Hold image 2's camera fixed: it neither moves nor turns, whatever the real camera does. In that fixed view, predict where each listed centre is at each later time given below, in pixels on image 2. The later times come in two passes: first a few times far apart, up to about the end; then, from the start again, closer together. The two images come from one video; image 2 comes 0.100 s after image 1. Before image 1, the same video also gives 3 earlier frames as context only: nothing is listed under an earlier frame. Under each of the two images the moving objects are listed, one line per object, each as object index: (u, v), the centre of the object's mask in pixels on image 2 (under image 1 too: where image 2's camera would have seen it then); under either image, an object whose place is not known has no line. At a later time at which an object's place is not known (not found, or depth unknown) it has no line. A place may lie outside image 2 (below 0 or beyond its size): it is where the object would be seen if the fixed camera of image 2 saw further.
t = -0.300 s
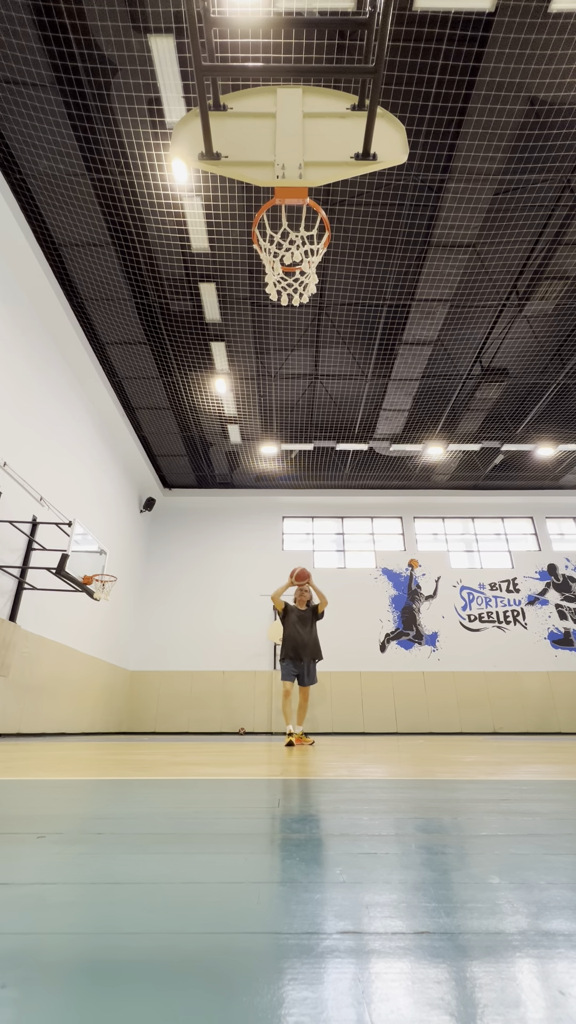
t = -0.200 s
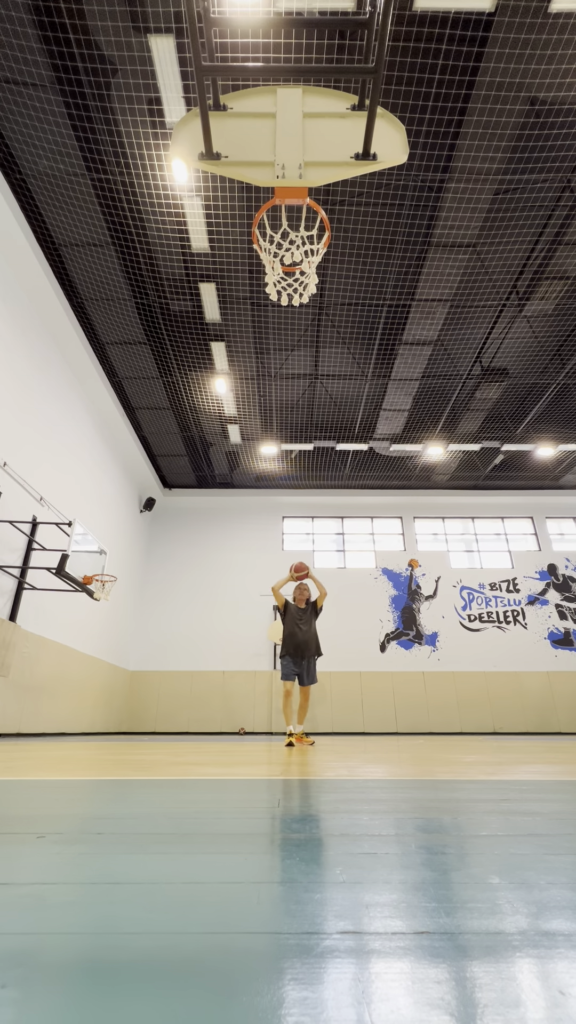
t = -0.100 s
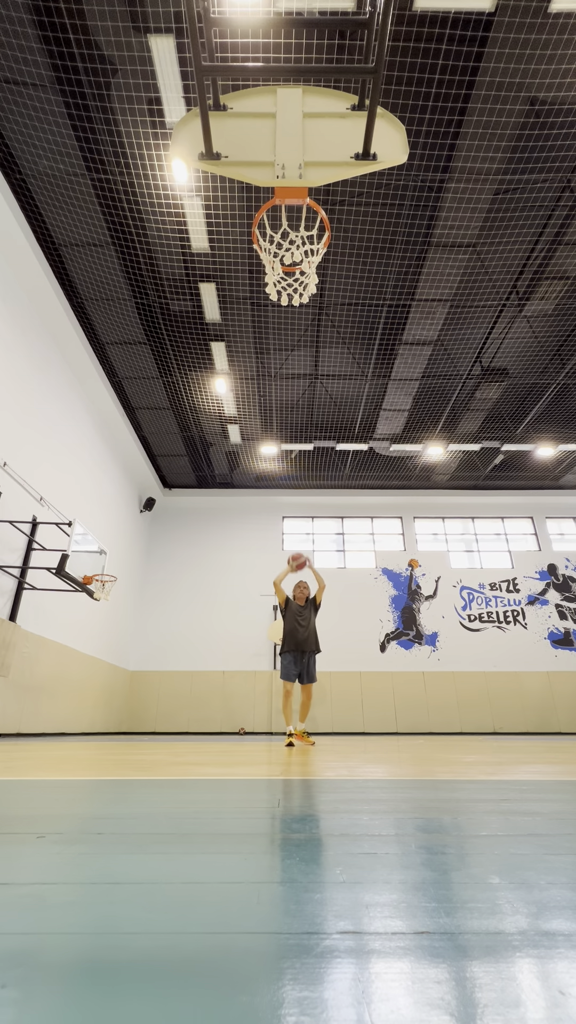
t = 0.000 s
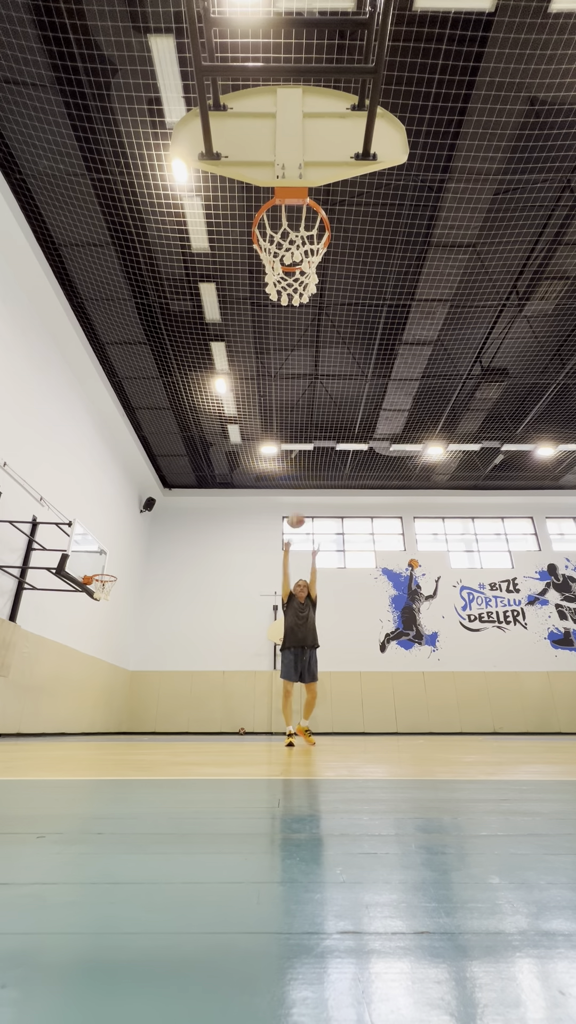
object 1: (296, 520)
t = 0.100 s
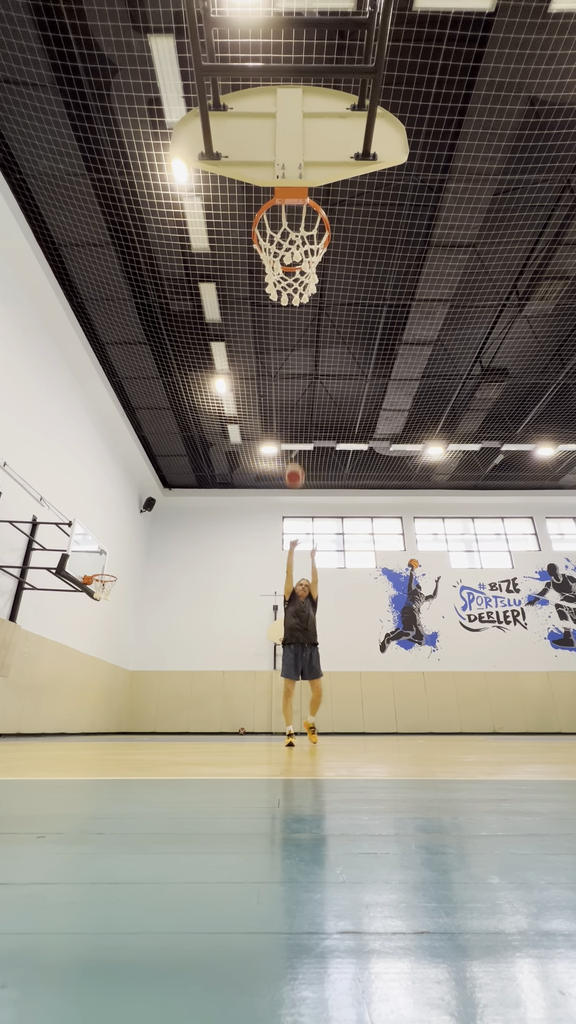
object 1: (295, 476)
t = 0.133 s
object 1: (294, 461)
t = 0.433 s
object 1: (287, 349)
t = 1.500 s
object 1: (145, 507)
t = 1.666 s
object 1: (103, 655)
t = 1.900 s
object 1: (86, 607)
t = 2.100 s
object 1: (84, 519)
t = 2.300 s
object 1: (74, 480)
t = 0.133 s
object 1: (294, 461)
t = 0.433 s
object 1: (287, 349)
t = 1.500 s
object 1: (145, 507)
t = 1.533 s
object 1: (137, 531)
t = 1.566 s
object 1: (129, 558)
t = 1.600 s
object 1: (121, 589)
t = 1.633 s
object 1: (112, 621)
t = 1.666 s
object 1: (103, 655)
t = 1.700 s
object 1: (92, 694)
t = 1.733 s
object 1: (82, 734)
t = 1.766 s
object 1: (82, 711)
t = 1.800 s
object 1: (83, 681)
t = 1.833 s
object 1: (85, 654)
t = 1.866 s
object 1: (86, 629)
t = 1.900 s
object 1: (86, 607)
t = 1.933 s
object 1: (87, 588)
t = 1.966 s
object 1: (86, 572)
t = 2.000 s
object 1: (86, 556)
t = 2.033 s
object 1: (86, 542)
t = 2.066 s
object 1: (85, 529)
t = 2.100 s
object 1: (84, 519)
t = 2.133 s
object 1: (83, 506)
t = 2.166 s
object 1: (81, 503)
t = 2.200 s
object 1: (79, 497)
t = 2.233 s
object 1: (77, 492)
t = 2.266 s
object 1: (76, 486)
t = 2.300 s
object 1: (74, 480)
